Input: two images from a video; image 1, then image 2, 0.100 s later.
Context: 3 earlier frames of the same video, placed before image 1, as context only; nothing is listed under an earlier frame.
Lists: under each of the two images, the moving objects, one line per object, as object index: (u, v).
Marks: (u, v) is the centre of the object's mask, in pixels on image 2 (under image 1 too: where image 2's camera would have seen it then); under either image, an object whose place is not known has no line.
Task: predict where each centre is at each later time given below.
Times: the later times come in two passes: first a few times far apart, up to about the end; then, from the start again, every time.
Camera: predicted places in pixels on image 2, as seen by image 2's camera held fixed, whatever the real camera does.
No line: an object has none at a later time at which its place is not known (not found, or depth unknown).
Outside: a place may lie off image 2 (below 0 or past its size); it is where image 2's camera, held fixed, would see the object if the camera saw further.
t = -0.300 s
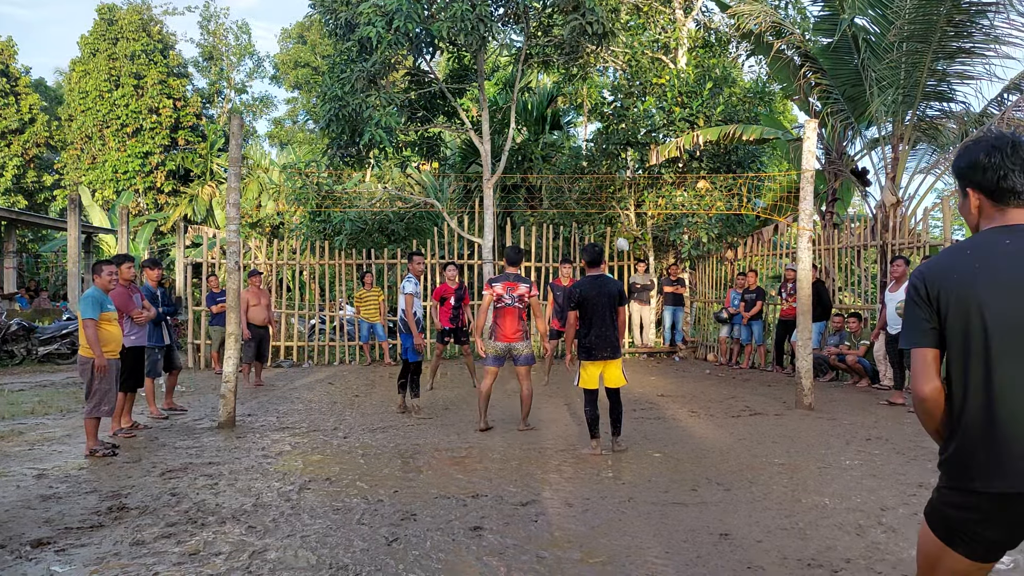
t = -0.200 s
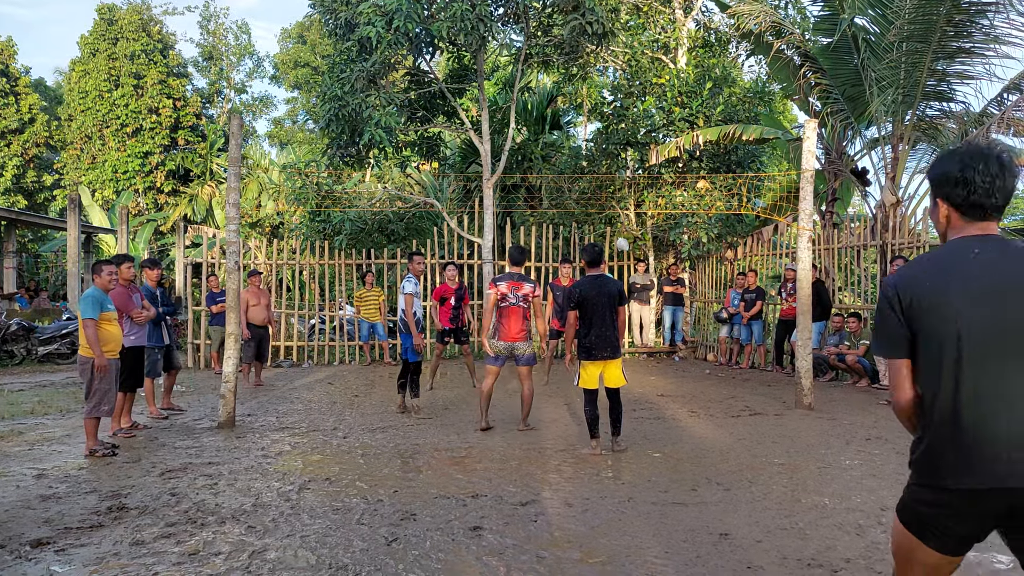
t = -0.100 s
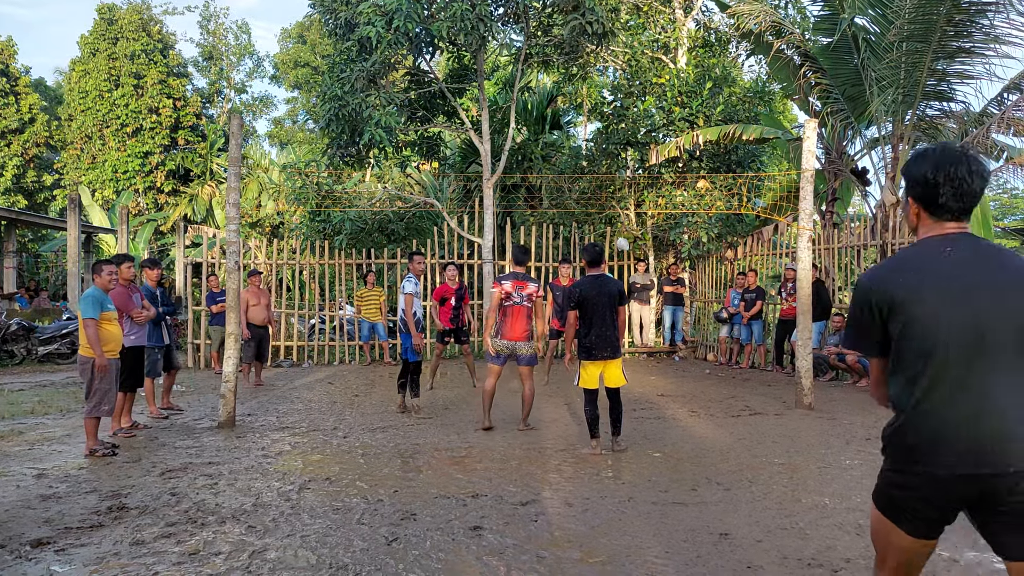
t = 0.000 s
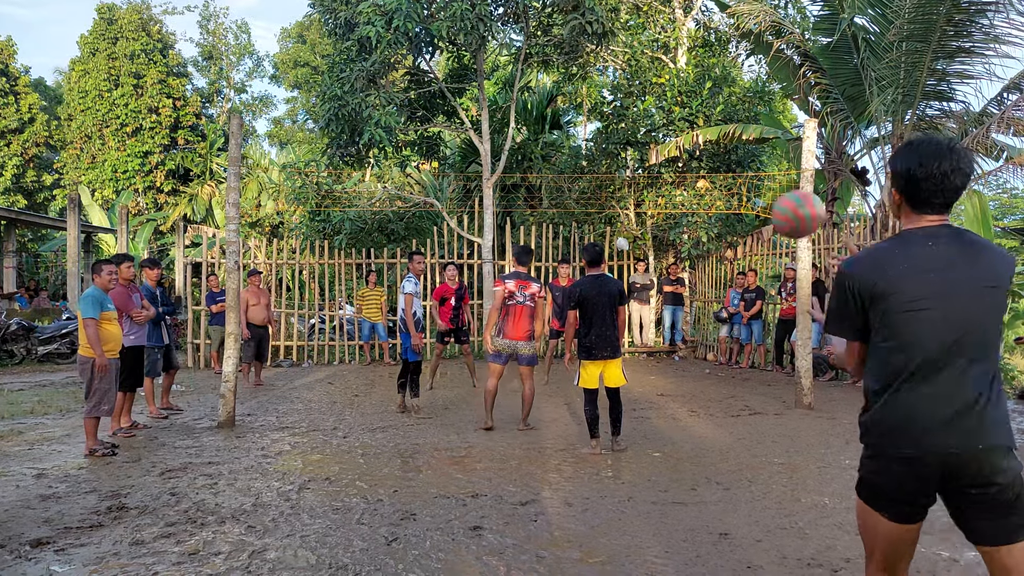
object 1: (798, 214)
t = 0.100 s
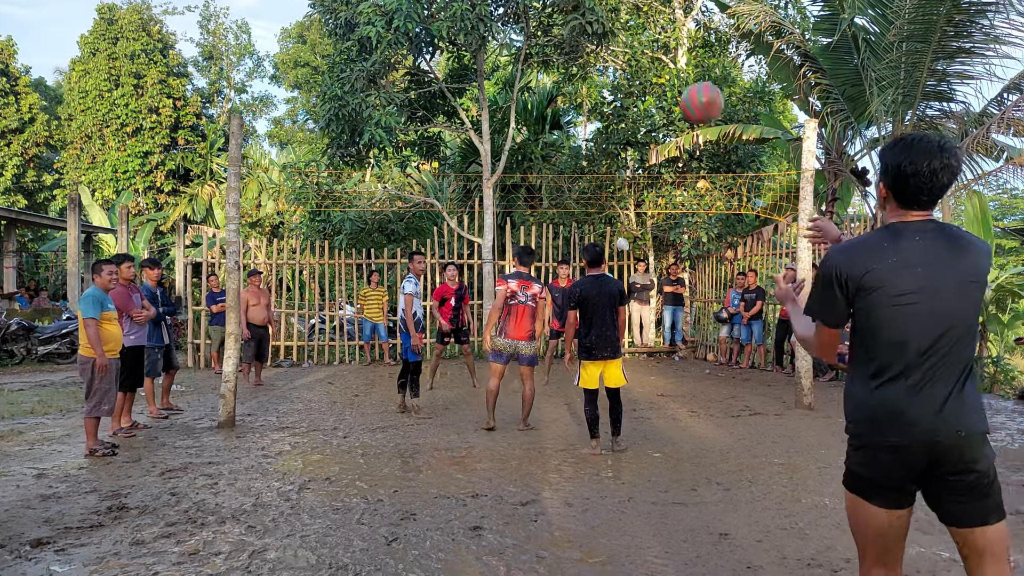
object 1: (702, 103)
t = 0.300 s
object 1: (589, 16)
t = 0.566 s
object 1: (517, 25)
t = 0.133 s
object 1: (677, 79)
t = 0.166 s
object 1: (655, 59)
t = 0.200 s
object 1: (636, 44)
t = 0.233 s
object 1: (618, 32)
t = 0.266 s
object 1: (603, 22)
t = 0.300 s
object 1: (589, 16)
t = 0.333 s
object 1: (577, 12)
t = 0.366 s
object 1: (566, 11)
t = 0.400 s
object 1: (556, 11)
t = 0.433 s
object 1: (546, 11)
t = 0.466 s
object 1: (538, 12)
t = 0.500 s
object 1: (530, 14)
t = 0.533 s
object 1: (523, 20)
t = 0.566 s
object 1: (517, 25)
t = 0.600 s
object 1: (510, 32)
